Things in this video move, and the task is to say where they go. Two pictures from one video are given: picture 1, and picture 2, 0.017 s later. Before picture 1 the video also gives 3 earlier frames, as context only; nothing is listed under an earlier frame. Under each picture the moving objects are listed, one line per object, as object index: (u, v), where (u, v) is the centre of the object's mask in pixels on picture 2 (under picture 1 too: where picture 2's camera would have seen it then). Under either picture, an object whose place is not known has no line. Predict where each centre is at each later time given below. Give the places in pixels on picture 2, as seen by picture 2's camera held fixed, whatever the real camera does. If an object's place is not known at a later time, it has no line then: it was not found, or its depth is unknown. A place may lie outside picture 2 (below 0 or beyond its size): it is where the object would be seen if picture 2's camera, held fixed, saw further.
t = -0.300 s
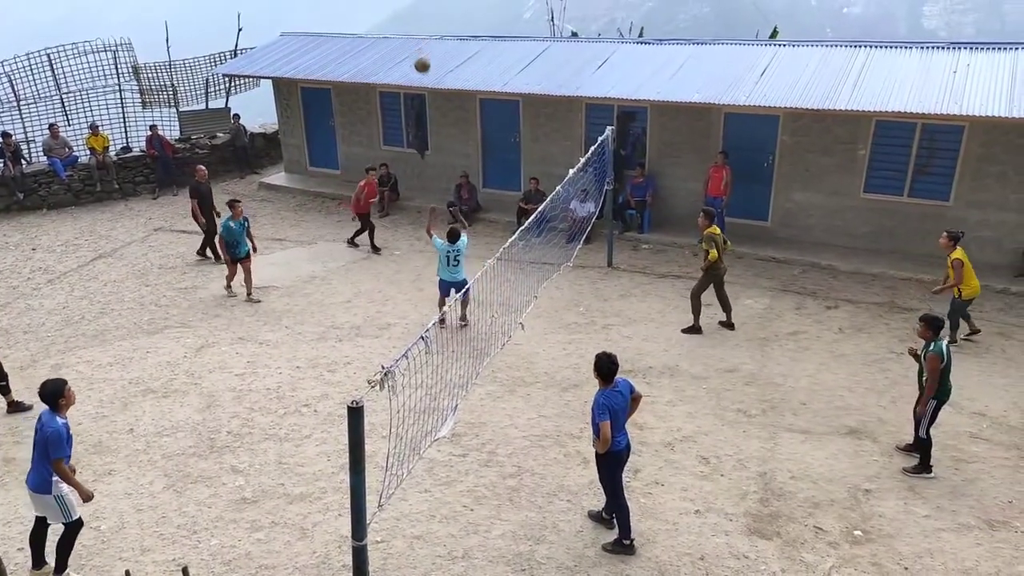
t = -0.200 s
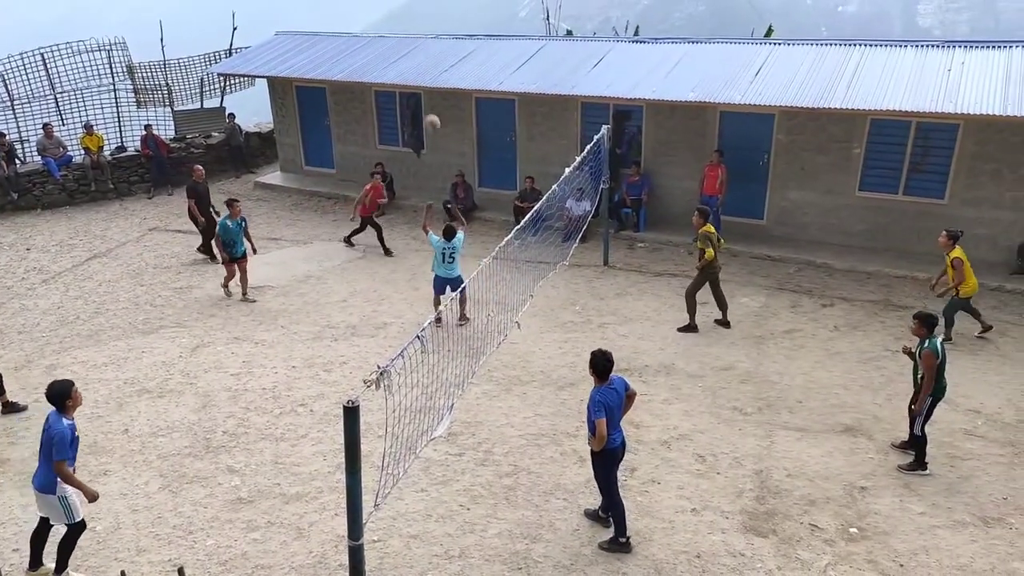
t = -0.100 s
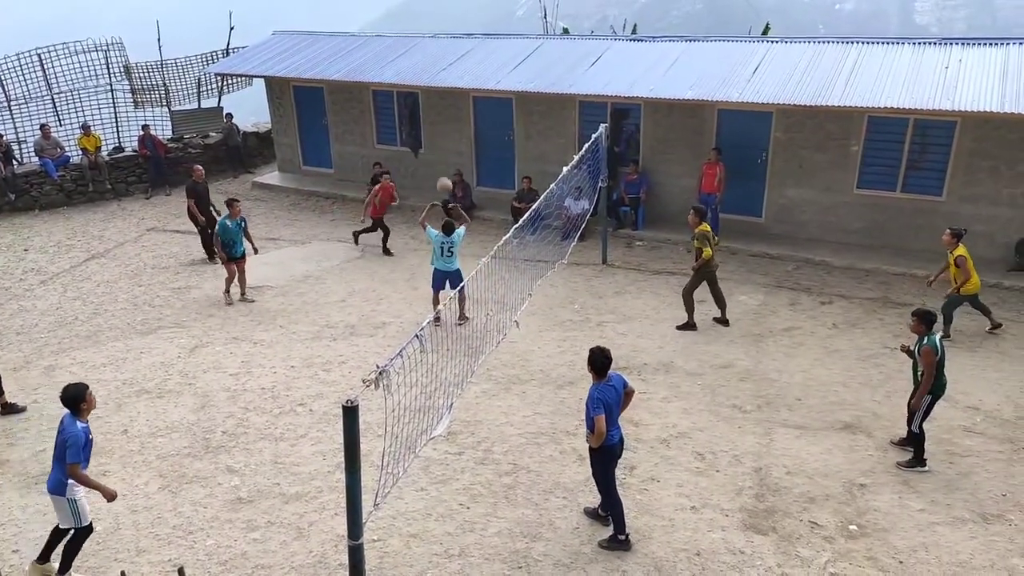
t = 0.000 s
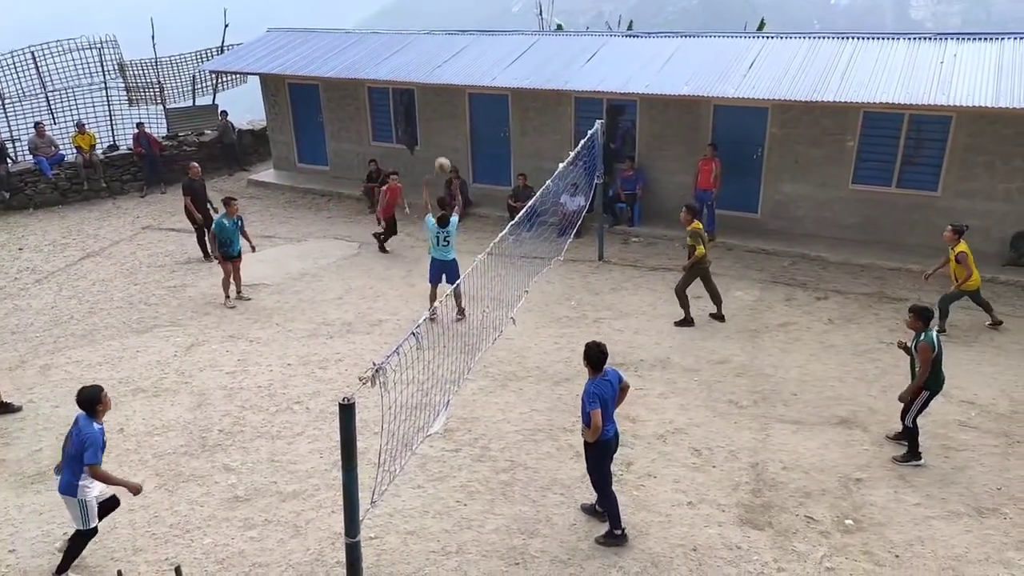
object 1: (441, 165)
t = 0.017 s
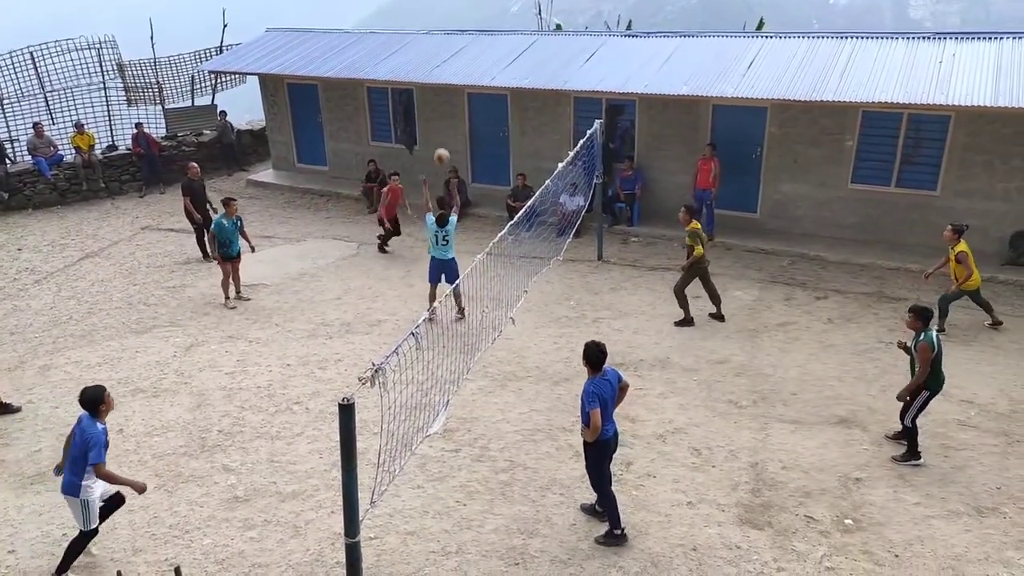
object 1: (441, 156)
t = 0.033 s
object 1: (441, 147)
